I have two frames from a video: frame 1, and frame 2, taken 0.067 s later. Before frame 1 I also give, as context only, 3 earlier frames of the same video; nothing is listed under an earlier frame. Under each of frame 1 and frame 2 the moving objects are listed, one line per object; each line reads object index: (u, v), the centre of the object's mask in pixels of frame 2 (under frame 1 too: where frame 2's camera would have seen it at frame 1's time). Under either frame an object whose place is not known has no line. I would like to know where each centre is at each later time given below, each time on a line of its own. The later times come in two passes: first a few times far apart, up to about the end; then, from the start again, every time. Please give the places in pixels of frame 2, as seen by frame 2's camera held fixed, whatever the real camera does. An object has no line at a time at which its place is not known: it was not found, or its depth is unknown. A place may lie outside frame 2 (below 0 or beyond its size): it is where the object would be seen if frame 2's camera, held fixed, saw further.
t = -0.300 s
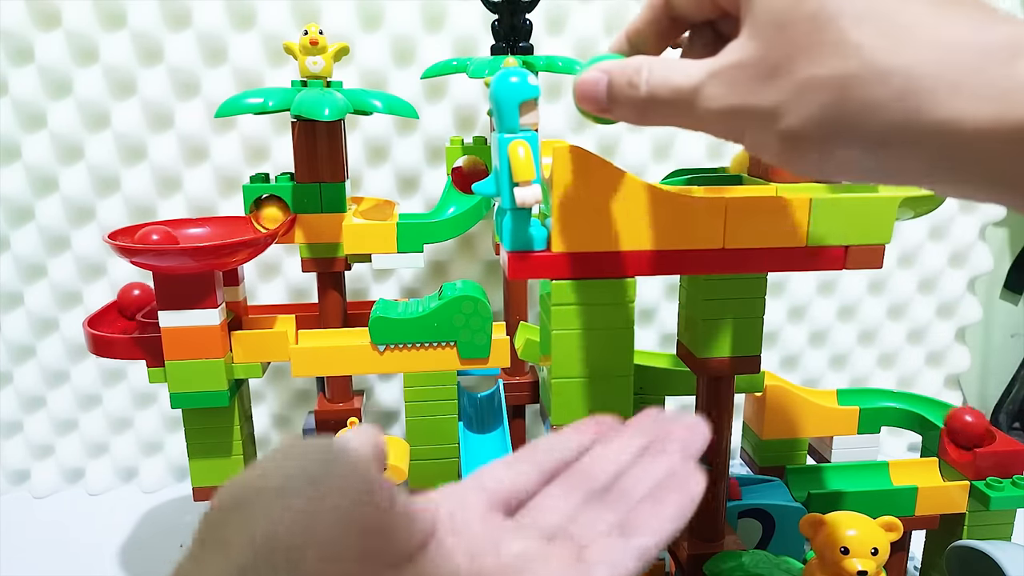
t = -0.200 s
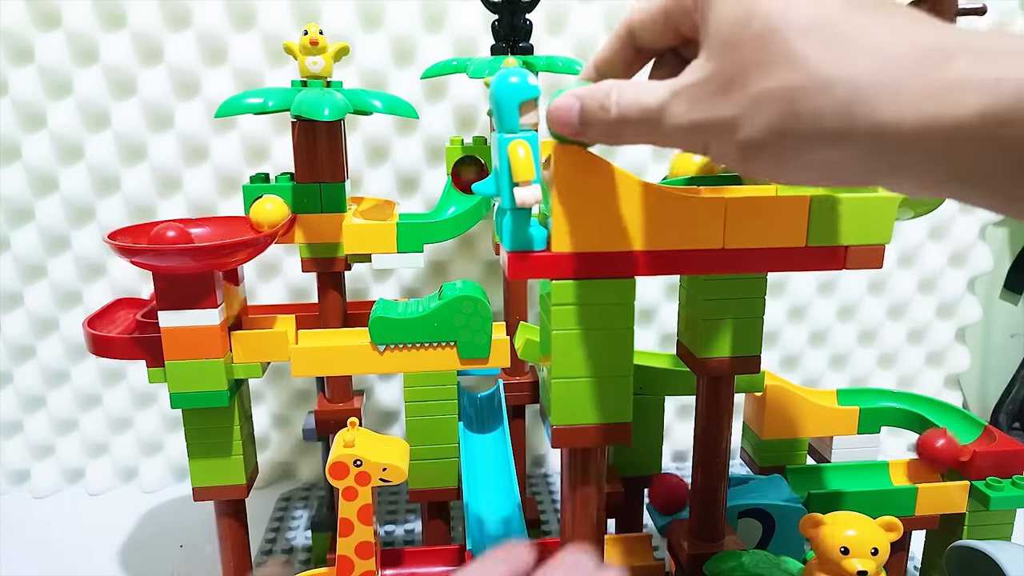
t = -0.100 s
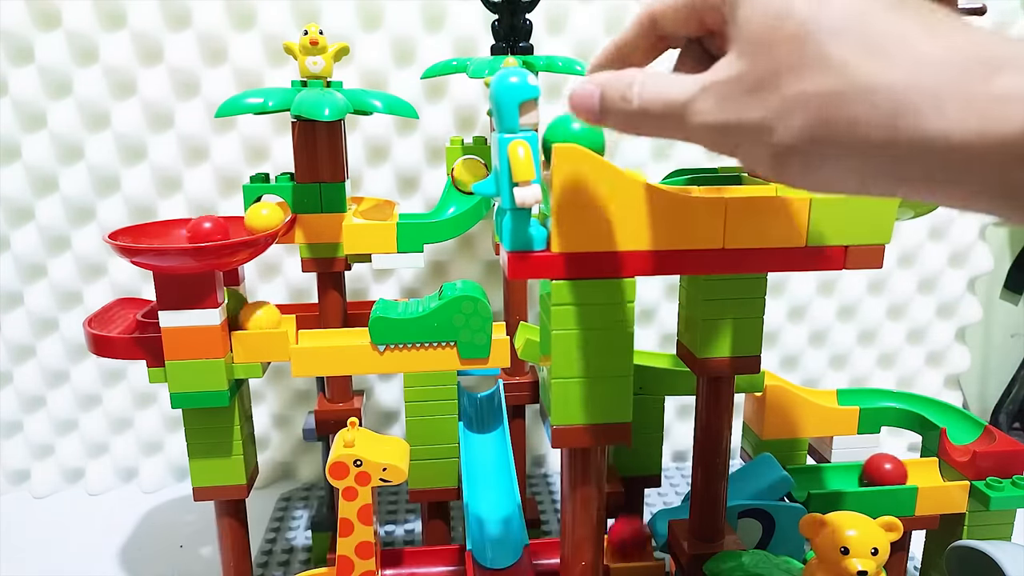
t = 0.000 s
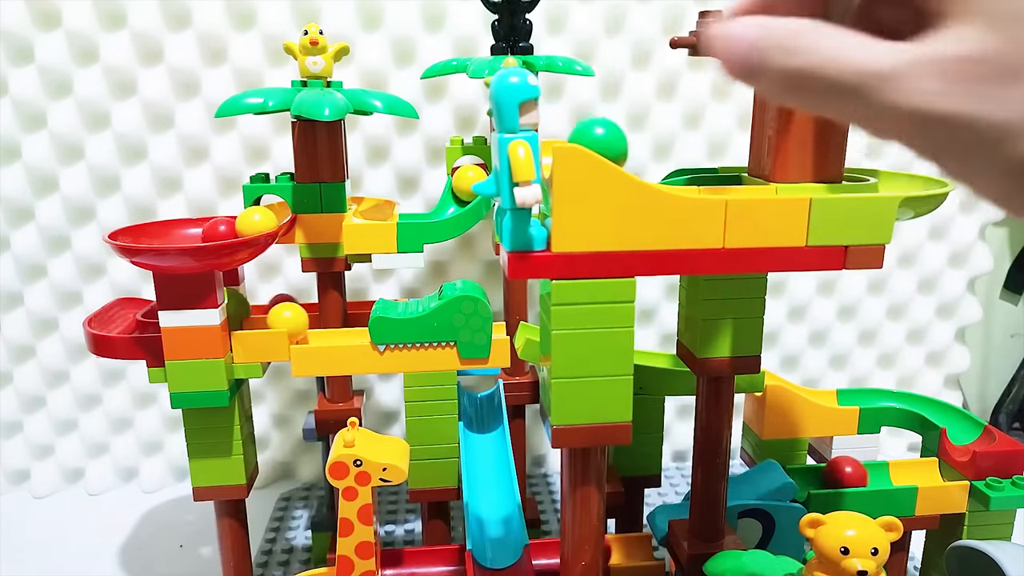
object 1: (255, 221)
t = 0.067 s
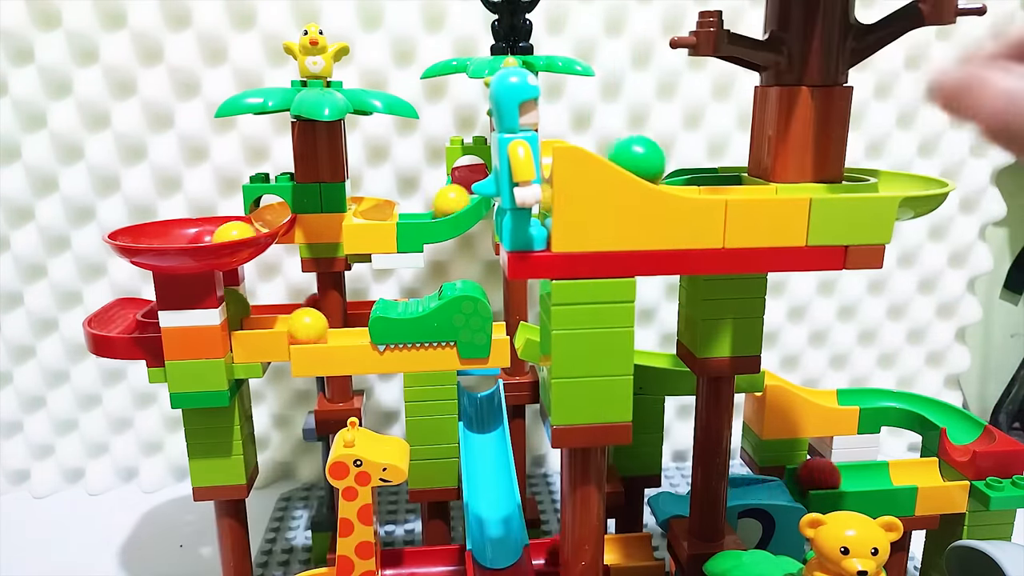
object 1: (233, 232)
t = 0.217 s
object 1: (151, 235)
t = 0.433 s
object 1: (208, 228)
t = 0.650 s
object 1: (215, 235)
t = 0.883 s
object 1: (160, 236)
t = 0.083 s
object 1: (224, 234)
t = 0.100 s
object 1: (214, 235)
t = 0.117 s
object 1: (204, 236)
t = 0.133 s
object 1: (194, 236)
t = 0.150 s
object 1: (183, 236)
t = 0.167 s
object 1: (174, 236)
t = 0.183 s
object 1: (165, 236)
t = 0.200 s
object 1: (157, 235)
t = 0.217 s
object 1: (151, 235)
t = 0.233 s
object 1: (148, 234)
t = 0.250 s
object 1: (146, 235)
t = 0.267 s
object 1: (147, 235)
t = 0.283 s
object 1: (149, 236)
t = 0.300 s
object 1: (153, 235)
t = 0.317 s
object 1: (158, 235)
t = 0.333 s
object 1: (164, 235)
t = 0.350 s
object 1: (170, 235)
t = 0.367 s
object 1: (177, 234)
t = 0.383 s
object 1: (185, 232)
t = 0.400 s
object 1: (193, 231)
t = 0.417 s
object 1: (201, 229)
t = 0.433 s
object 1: (208, 228)
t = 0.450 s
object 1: (215, 227)
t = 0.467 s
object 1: (221, 226)
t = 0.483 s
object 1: (228, 225)
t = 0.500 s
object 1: (233, 225)
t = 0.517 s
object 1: (236, 226)
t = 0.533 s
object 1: (238, 226)
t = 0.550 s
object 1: (238, 227)
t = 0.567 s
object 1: (238, 228)
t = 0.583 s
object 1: (235, 230)
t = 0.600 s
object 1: (232, 232)
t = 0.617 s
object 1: (228, 233)
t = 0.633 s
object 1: (222, 234)
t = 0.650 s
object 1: (215, 235)
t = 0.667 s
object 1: (207, 236)
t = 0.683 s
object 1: (198, 237)
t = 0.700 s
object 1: (190, 237)
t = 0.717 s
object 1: (182, 237)
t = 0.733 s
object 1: (174, 237)
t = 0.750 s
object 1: (167, 236)
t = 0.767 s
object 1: (161, 236)
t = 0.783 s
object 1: (157, 236)
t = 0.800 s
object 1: (153, 236)
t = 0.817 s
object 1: (152, 236)
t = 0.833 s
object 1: (151, 236)
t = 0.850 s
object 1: (152, 236)
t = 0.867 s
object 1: (155, 236)
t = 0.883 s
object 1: (160, 236)
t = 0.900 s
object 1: (165, 236)
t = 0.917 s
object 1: (170, 235)
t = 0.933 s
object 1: (177, 235)
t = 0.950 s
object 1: (184, 233)
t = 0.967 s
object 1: (192, 232)
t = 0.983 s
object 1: (200, 231)
